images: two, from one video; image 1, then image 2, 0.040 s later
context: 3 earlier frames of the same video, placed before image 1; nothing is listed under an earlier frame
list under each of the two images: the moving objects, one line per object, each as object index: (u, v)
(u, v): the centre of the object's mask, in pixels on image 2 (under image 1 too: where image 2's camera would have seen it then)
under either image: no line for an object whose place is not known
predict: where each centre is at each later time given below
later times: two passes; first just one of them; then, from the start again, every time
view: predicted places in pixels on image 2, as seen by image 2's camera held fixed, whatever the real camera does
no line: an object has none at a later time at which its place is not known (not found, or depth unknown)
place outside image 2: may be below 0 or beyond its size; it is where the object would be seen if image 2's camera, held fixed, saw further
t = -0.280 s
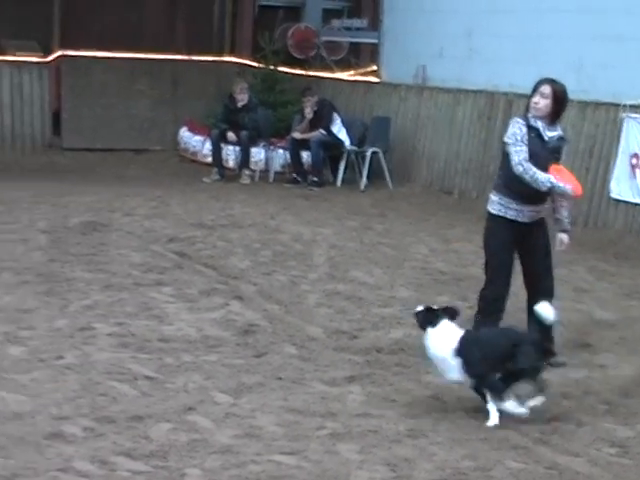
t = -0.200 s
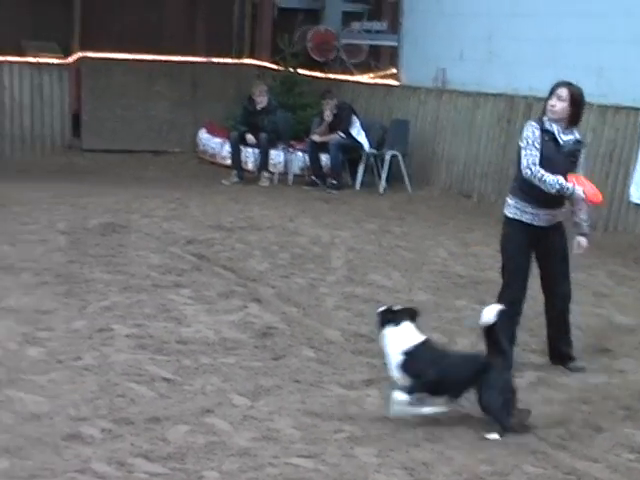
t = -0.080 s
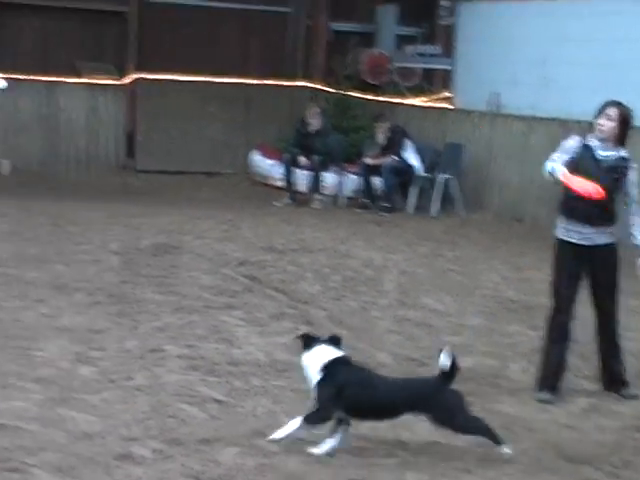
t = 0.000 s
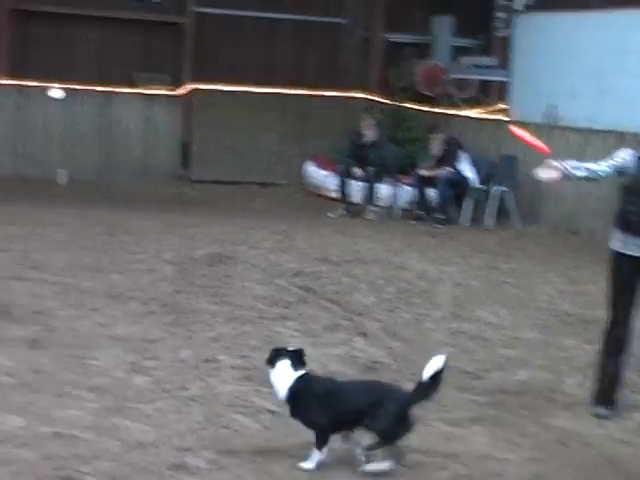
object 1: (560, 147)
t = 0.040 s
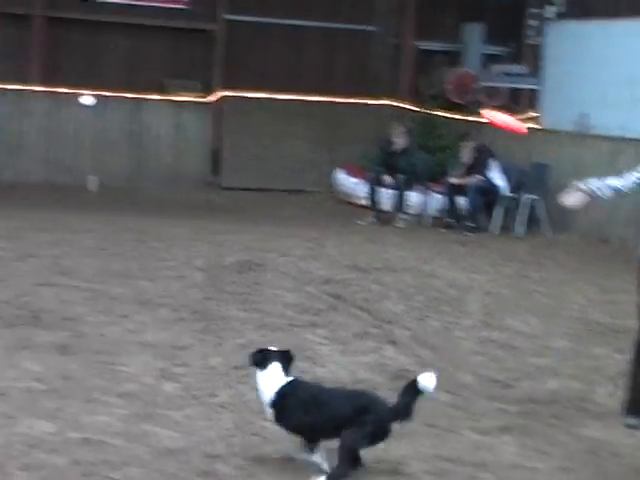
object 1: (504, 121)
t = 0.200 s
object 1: (264, 31)
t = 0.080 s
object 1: (444, 96)
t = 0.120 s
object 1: (385, 75)
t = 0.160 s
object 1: (325, 52)
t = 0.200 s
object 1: (264, 31)
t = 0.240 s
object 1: (201, 12)
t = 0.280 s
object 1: (136, -8)
